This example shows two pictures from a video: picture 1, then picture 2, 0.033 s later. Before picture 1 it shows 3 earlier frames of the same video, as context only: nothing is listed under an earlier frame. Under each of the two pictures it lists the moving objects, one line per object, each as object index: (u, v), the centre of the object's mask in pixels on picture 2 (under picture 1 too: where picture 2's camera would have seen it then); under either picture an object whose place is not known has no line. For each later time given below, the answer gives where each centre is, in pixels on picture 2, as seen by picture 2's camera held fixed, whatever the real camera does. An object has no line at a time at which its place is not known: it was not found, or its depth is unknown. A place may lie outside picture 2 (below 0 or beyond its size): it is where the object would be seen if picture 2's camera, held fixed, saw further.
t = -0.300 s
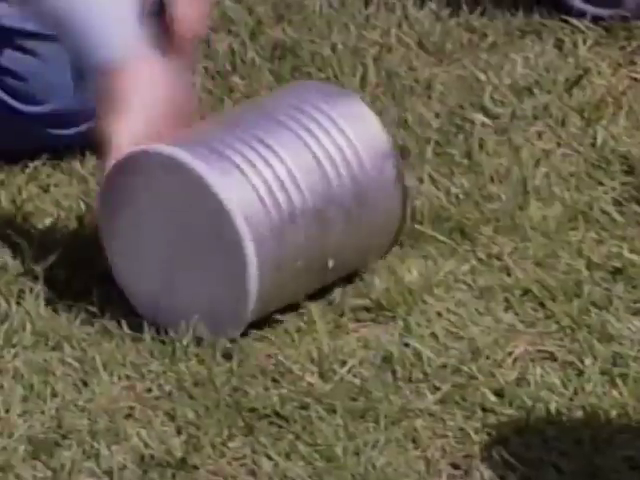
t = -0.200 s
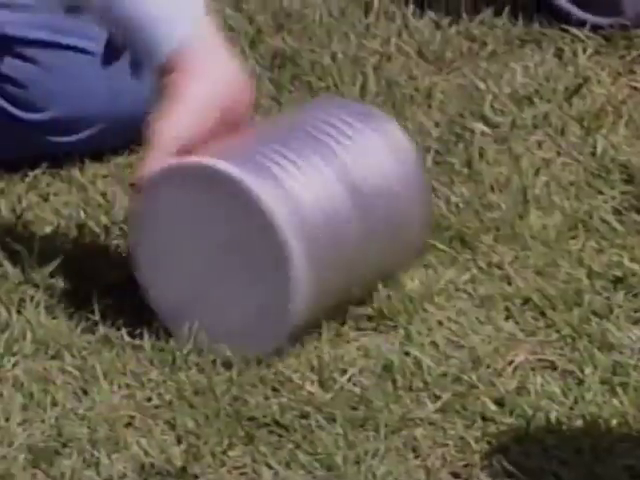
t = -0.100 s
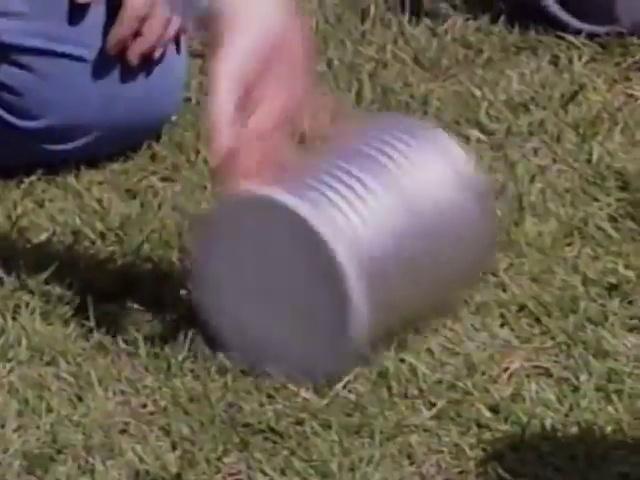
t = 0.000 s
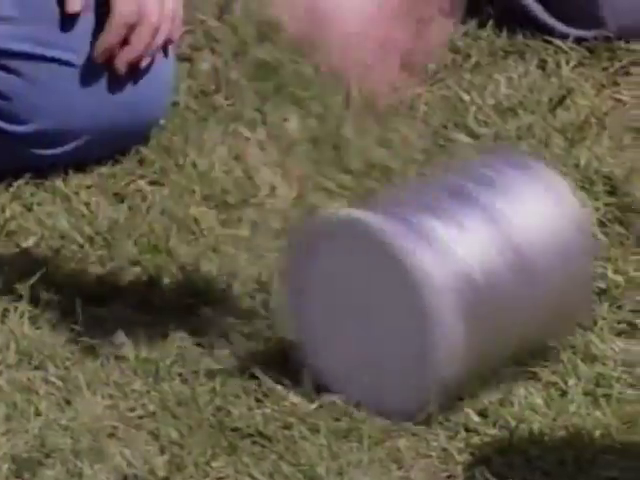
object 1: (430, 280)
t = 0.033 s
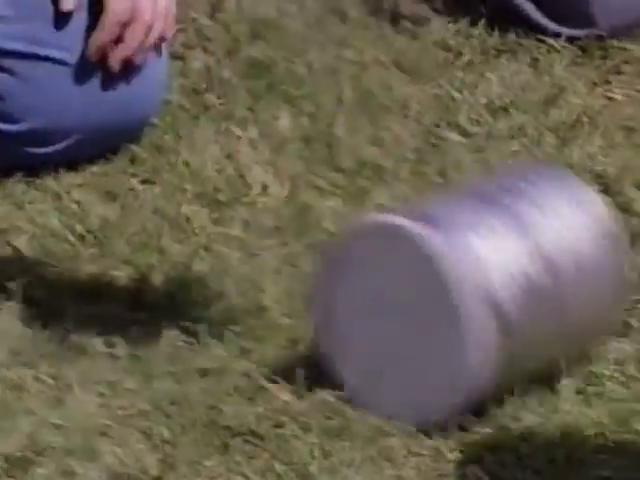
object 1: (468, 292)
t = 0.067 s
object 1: (503, 308)
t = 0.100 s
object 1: (533, 323)
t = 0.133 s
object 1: (562, 334)
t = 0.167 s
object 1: (592, 342)
